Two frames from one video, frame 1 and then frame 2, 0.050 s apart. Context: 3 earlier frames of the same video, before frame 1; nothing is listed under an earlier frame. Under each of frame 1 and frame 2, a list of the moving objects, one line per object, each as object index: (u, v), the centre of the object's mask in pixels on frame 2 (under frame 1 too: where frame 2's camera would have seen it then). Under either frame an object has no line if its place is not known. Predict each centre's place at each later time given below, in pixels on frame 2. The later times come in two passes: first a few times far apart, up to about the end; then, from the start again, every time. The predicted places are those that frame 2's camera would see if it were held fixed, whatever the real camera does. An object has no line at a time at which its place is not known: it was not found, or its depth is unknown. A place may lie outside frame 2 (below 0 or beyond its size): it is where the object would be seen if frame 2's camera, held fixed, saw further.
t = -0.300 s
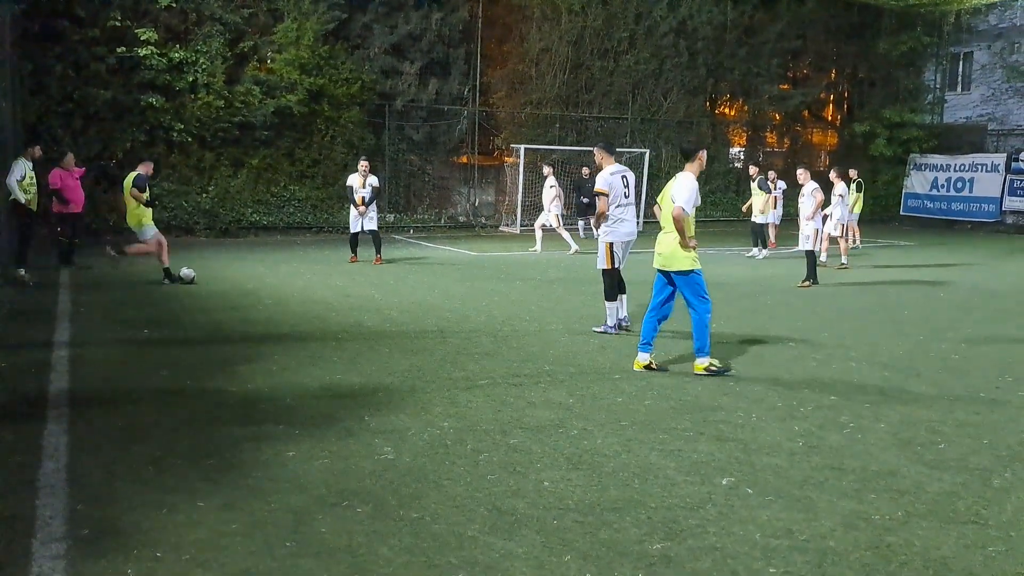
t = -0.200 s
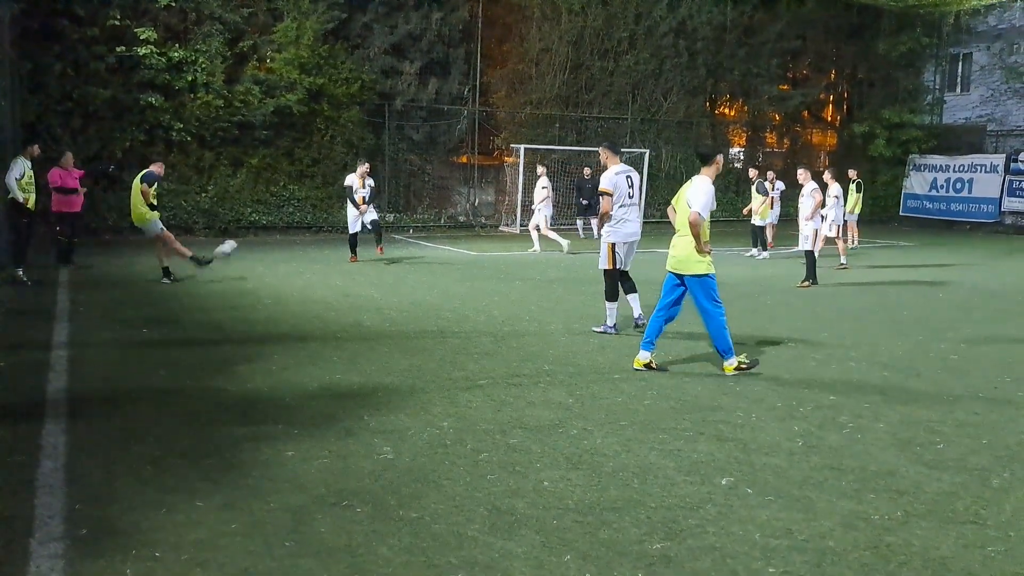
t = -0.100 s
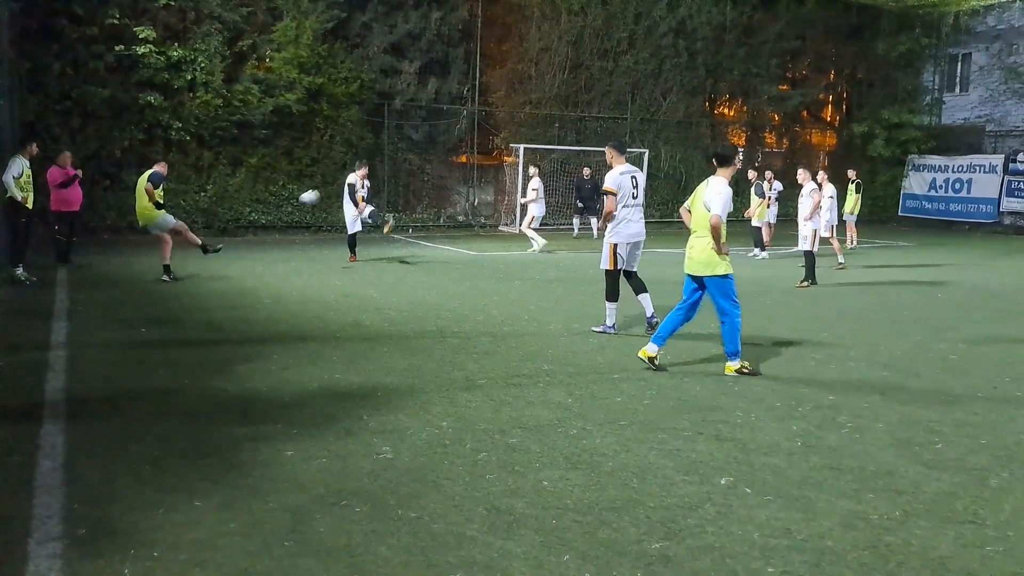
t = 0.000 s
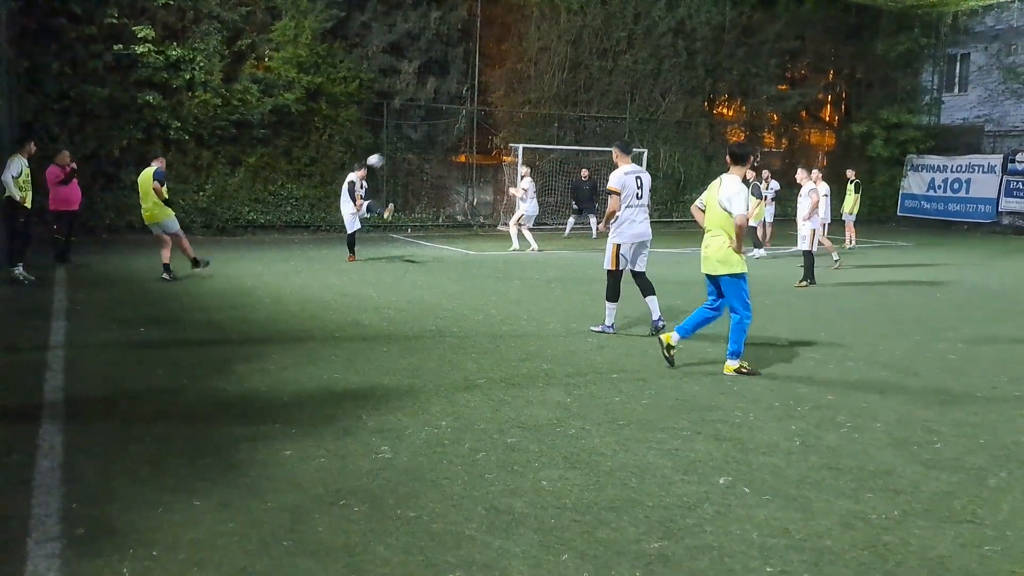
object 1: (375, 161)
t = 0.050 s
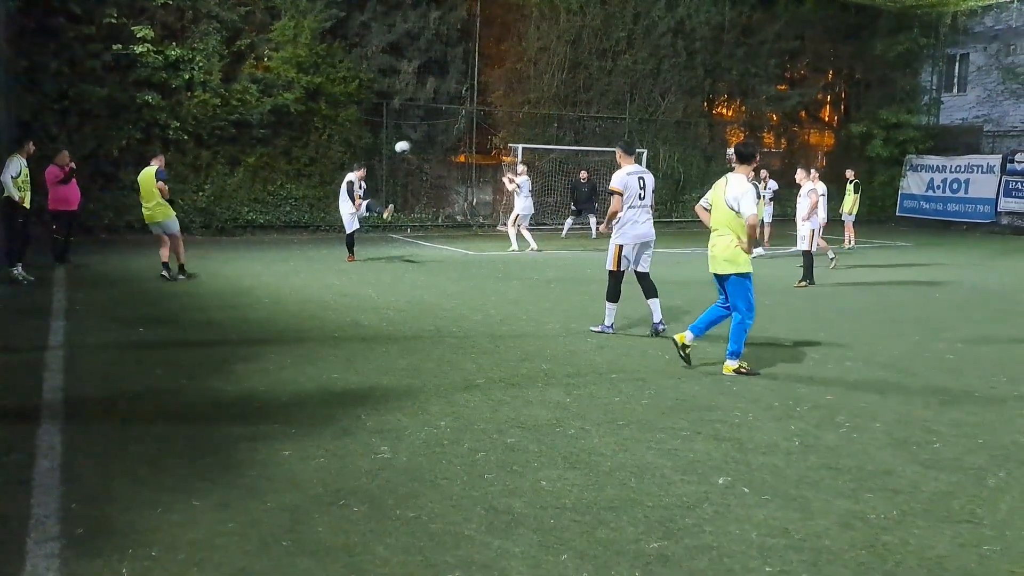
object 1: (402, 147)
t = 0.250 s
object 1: (491, 111)
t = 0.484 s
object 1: (559, 100)
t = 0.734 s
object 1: (605, 112)
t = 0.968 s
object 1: (632, 139)
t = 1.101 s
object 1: (655, 149)
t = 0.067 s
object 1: (413, 142)
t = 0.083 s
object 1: (421, 138)
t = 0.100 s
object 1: (428, 135)
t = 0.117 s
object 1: (437, 131)
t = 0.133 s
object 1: (445, 128)
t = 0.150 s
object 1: (451, 125)
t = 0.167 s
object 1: (459, 122)
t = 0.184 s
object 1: (466, 120)
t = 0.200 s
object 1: (472, 117)
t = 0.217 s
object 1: (480, 115)
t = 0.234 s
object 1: (486, 113)
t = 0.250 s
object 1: (491, 111)
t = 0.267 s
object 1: (498, 109)
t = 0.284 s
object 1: (503, 107)
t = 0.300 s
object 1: (508, 106)
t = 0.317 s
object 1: (515, 105)
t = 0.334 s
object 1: (519, 104)
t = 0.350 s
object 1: (524, 103)
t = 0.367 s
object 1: (530, 102)
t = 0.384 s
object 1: (534, 101)
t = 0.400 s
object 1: (539, 101)
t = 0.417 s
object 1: (543, 100)
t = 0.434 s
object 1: (547, 100)
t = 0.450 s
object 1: (551, 100)
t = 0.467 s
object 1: (556, 100)
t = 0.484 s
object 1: (559, 100)
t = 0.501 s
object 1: (563, 100)
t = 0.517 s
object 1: (567, 100)
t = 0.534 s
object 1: (570, 101)
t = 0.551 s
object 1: (574, 101)
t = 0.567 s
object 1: (577, 102)
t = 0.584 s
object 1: (580, 102)
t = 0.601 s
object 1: (583, 103)
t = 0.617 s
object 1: (586, 104)
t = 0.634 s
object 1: (589, 105)
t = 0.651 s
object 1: (592, 106)
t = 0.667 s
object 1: (594, 107)
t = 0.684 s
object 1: (597, 108)
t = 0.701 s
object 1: (599, 109)
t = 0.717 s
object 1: (602, 111)
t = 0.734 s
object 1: (605, 112)
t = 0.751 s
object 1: (607, 114)
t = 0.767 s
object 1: (609, 116)
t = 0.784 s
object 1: (611, 117)
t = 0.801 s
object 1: (613, 119)
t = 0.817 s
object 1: (615, 121)
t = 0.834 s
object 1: (617, 122)
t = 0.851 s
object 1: (619, 124)
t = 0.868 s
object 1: (622, 126)
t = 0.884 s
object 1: (623, 128)
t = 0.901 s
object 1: (625, 130)
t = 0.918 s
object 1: (627, 132)
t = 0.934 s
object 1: (628, 135)
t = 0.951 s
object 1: (630, 138)
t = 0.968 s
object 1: (632, 139)
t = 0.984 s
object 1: (634, 142)
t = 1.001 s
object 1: (635, 144)
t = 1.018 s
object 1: (637, 145)
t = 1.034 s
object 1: (641, 146)
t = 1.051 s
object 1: (644, 146)
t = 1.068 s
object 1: (648, 147)
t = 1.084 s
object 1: (651, 148)
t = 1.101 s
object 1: (655, 149)
